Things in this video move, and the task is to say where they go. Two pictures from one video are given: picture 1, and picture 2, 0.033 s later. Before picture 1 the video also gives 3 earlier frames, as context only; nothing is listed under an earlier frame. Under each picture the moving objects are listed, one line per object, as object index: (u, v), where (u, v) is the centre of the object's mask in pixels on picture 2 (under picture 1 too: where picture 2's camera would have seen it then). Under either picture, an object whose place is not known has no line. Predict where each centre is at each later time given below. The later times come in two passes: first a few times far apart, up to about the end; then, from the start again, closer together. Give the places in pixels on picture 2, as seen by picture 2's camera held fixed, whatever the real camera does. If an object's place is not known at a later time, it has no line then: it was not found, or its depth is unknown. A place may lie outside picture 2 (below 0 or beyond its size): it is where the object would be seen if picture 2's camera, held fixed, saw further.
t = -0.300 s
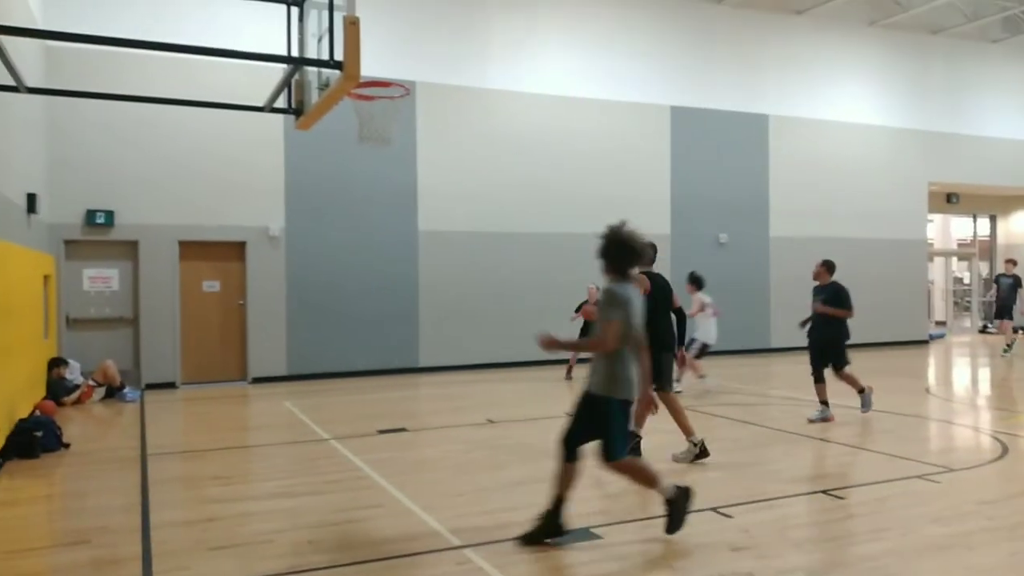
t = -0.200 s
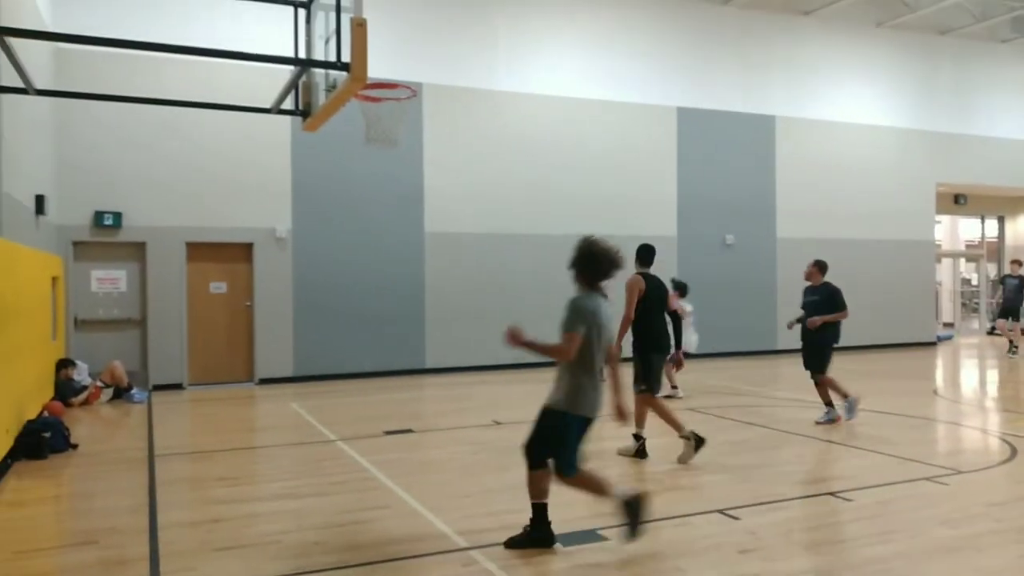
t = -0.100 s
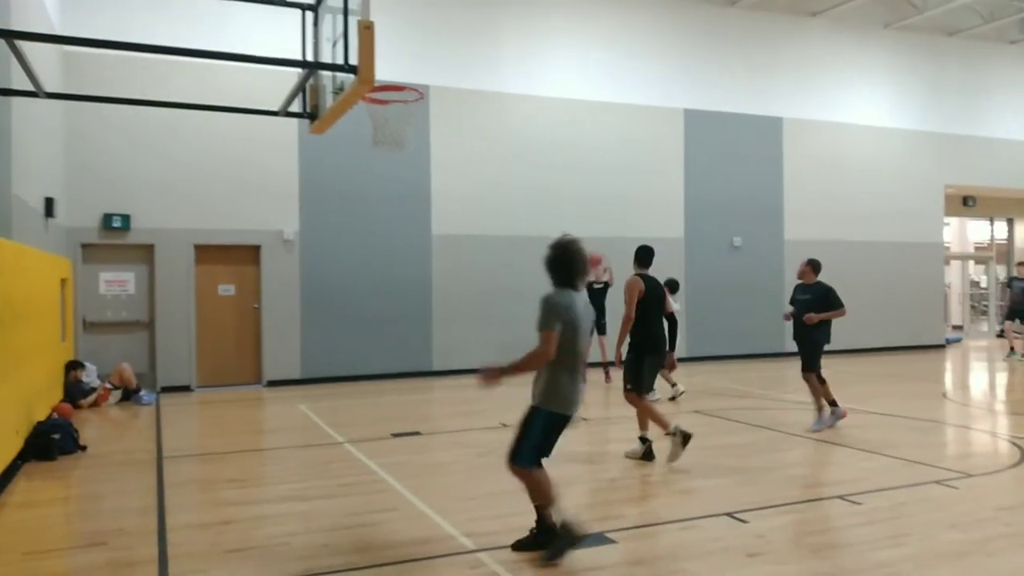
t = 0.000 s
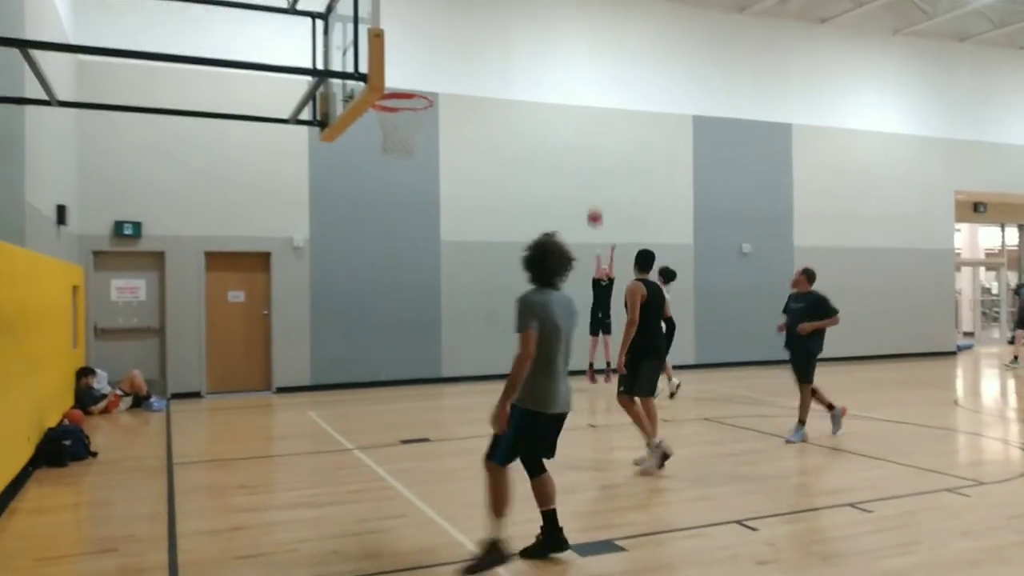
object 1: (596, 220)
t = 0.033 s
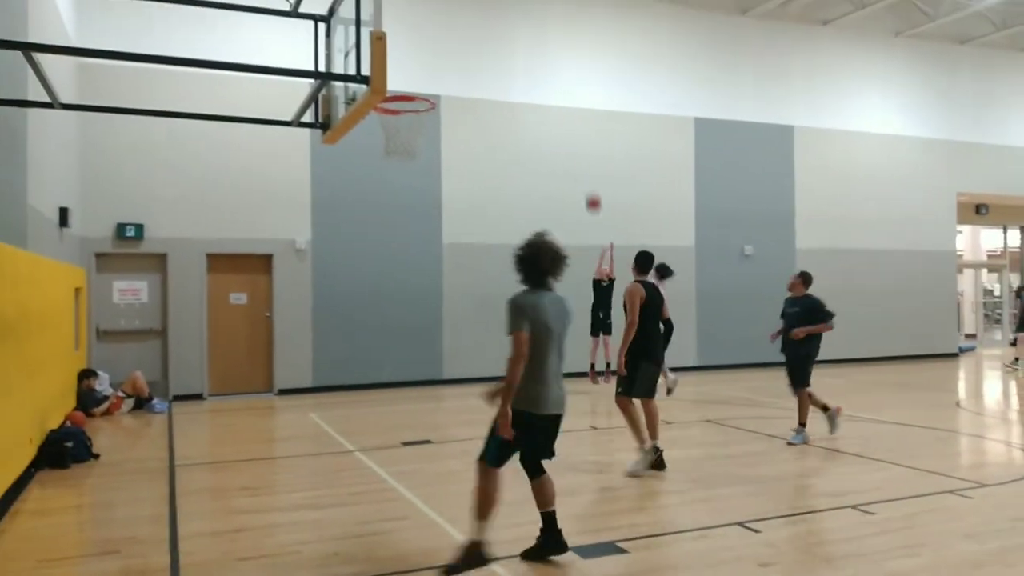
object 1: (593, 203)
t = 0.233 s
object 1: (574, 111)
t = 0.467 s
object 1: (547, 25)
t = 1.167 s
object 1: (432, 3)
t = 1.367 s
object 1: (394, 99)
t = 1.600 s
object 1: (441, 69)
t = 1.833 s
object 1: (476, 93)
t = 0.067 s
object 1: (590, 186)
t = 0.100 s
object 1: (587, 170)
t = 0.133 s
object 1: (584, 155)
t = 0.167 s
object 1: (581, 140)
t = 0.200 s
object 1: (577, 125)
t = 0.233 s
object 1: (574, 111)
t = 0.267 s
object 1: (570, 96)
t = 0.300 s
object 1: (567, 83)
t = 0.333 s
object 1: (563, 70)
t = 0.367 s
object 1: (559, 58)
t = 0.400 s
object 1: (555, 46)
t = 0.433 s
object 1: (551, 35)
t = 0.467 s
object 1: (547, 25)
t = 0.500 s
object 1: (543, 15)
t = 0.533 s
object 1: (539, 5)
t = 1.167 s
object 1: (432, 3)
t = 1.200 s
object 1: (425, 16)
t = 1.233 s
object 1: (418, 29)
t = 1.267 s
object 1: (411, 45)
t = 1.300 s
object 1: (403, 61)
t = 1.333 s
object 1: (398, 81)
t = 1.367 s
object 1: (394, 99)
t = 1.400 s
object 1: (406, 96)
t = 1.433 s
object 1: (414, 87)
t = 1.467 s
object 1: (419, 82)
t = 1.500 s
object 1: (425, 76)
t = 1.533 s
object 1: (430, 72)
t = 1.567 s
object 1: (436, 70)
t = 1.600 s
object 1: (441, 69)
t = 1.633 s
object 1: (446, 69)
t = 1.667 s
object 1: (451, 69)
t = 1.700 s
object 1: (457, 72)
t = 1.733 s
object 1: (462, 76)
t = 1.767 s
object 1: (467, 80)
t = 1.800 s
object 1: (471, 86)
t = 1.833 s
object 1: (476, 93)
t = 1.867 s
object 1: (481, 101)
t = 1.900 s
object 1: (485, 110)
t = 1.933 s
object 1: (490, 119)
